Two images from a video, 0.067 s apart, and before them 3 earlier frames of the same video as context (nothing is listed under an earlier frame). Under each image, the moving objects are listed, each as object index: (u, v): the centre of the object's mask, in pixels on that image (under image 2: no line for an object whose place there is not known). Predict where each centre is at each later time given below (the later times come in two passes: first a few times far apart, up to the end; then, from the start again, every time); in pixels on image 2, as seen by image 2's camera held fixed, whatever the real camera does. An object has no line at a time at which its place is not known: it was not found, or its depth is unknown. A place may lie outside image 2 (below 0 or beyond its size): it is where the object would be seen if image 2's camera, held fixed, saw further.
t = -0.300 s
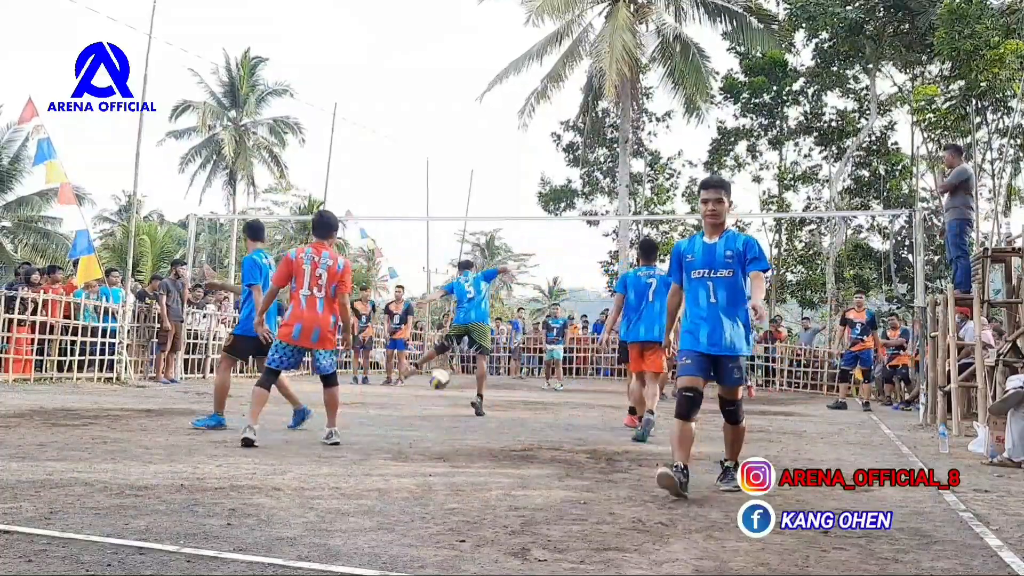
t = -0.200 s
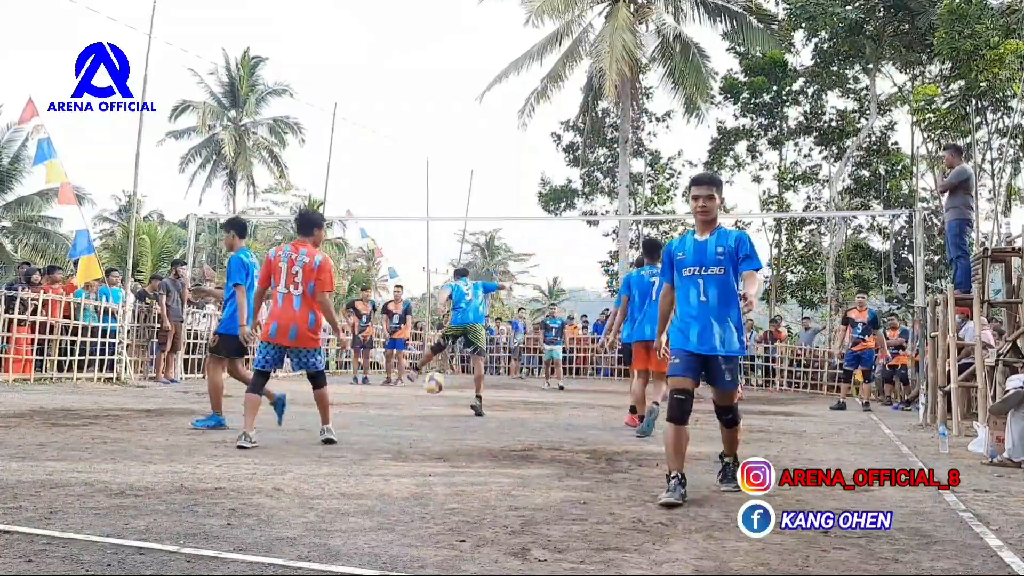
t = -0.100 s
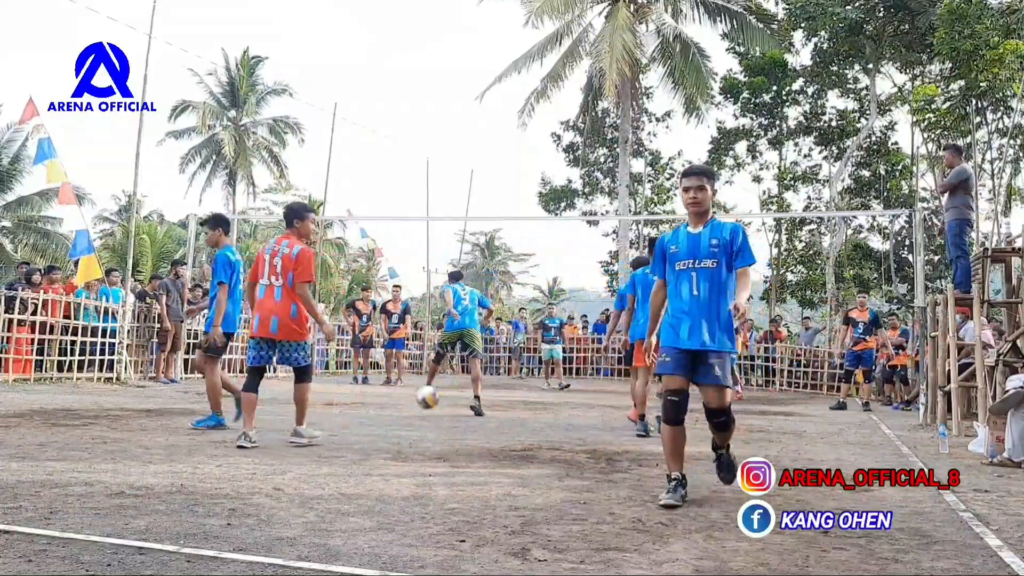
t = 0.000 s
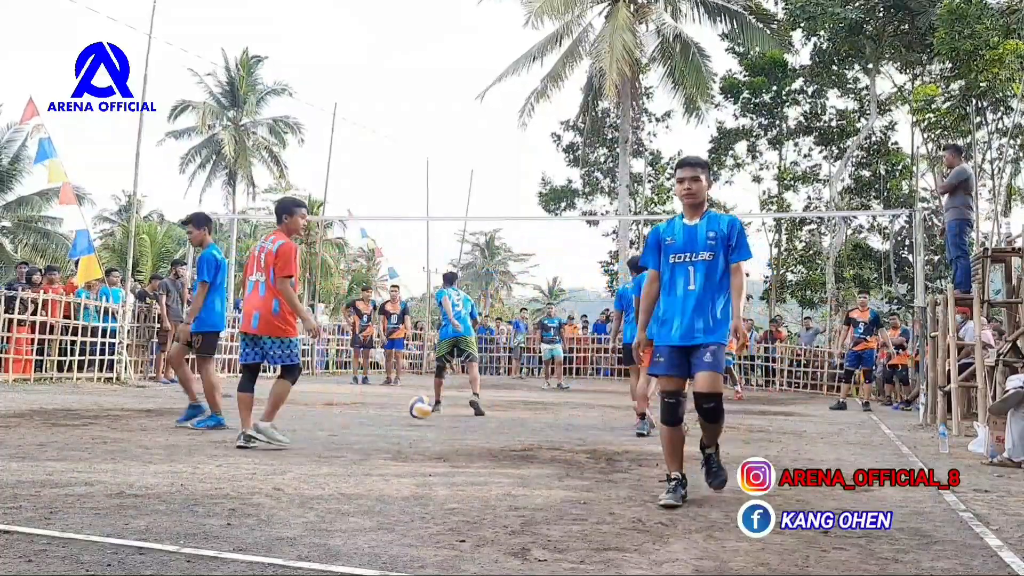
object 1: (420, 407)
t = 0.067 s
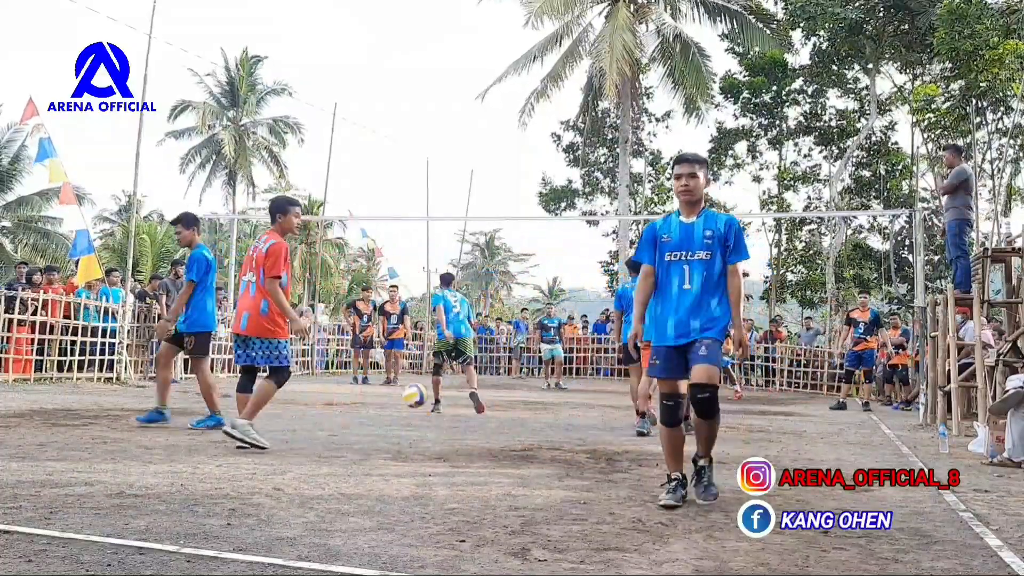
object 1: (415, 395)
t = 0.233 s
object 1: (399, 387)
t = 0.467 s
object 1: (367, 428)
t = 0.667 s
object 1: (336, 410)
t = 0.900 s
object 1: (287, 445)
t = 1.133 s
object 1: (245, 412)
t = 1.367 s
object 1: (171, 513)
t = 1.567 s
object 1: (49, 526)
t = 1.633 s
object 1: (19, 553)
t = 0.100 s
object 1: (413, 391)
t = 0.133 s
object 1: (409, 388)
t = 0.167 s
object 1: (405, 386)
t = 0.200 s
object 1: (402, 386)
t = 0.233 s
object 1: (399, 387)
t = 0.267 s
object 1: (395, 389)
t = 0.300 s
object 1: (391, 394)
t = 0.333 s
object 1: (386, 399)
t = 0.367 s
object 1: (382, 407)
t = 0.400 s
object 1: (377, 417)
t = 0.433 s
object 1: (372, 429)
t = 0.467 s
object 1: (367, 428)
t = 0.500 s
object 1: (363, 422)
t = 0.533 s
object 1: (358, 416)
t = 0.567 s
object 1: (353, 412)
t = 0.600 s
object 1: (348, 410)
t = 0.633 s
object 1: (342, 408)
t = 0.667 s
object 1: (336, 410)
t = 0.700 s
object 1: (331, 414)
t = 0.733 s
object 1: (323, 418)
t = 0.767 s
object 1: (316, 426)
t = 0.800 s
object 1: (308, 437)
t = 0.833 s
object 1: (300, 451)
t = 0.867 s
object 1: (292, 458)
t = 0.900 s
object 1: (287, 445)
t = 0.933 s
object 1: (283, 434)
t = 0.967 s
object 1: (277, 425)
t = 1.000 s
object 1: (272, 417)
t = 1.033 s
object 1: (266, 412)
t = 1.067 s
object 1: (260, 409)
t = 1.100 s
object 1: (253, 409)
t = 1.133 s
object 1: (245, 412)
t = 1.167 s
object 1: (238, 418)
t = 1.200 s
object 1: (229, 426)
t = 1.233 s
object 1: (219, 440)
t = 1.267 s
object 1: (208, 456)
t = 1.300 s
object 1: (196, 480)
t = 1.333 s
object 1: (186, 507)
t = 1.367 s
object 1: (171, 513)
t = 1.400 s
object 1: (156, 505)
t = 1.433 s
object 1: (139, 499)
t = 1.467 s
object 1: (120, 499)
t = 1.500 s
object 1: (99, 503)
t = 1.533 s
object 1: (75, 511)
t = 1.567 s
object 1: (49, 526)
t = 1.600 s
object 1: (35, 536)
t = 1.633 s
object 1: (19, 553)
